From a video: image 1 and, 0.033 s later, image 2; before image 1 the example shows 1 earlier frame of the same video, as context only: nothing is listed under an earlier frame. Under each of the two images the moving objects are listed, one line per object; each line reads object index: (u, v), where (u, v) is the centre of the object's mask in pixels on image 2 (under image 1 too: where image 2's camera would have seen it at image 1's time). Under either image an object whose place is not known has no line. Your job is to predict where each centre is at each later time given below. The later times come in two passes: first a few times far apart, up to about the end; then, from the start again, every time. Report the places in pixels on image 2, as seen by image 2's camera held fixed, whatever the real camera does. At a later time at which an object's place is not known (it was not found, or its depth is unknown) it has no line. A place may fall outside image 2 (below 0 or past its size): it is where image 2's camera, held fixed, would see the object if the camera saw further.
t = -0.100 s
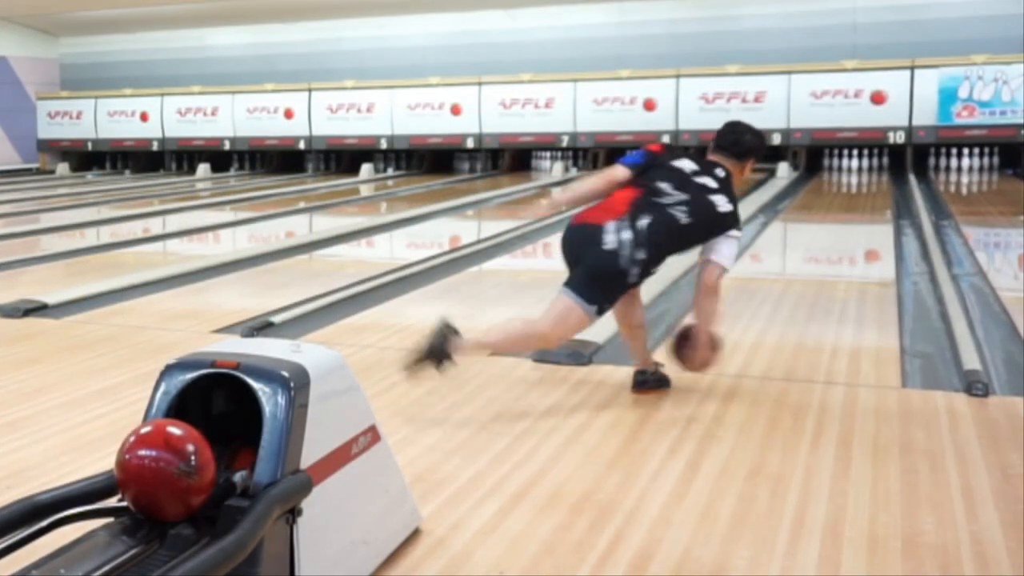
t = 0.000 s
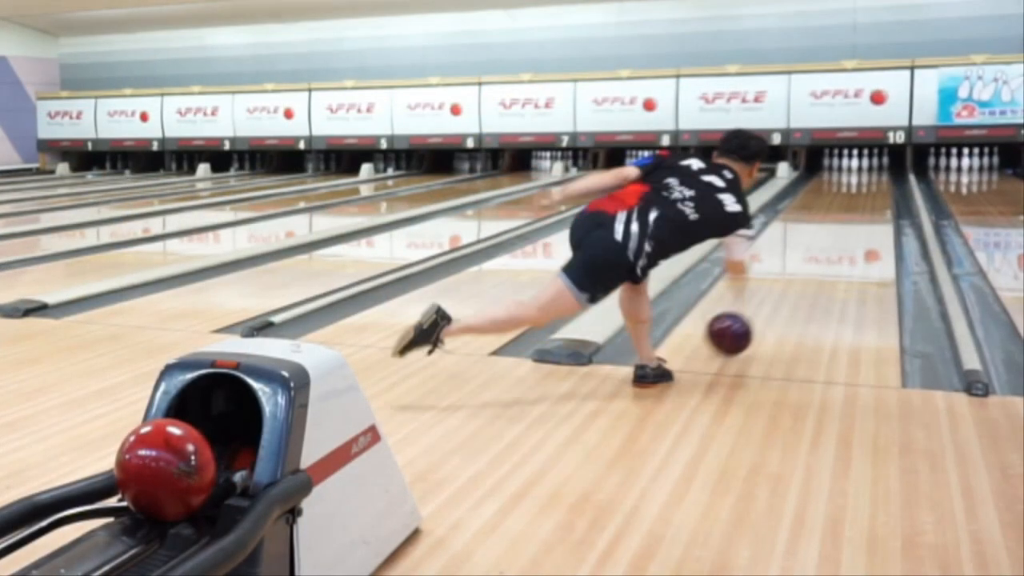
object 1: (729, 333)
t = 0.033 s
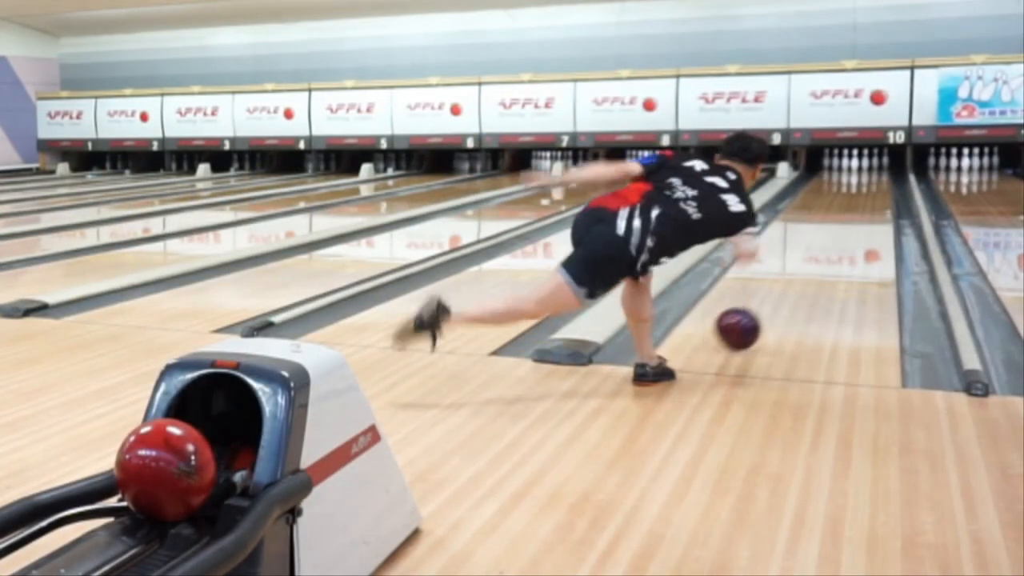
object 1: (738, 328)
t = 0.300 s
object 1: (790, 277)
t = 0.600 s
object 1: (826, 241)
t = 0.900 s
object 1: (849, 217)
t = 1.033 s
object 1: (858, 210)
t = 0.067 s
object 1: (746, 319)
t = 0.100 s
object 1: (754, 312)
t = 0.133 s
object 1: (761, 305)
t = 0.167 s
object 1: (768, 299)
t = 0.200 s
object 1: (774, 293)
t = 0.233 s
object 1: (780, 288)
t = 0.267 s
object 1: (785, 283)
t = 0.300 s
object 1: (790, 277)
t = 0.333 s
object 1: (795, 273)
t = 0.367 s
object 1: (800, 268)
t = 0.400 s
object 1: (804, 264)
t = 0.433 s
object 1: (808, 260)
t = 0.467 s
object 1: (812, 256)
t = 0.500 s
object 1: (816, 252)
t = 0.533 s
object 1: (819, 249)
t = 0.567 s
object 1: (823, 245)
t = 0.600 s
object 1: (826, 241)
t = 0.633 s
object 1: (829, 238)
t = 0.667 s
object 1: (832, 236)
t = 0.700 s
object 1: (835, 233)
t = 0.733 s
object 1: (838, 230)
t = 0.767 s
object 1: (840, 227)
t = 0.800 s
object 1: (843, 225)
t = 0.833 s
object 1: (845, 223)
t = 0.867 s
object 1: (847, 220)
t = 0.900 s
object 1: (849, 217)
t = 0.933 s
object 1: (851, 216)
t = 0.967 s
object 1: (853, 214)
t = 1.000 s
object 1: (855, 212)
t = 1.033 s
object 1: (858, 210)
